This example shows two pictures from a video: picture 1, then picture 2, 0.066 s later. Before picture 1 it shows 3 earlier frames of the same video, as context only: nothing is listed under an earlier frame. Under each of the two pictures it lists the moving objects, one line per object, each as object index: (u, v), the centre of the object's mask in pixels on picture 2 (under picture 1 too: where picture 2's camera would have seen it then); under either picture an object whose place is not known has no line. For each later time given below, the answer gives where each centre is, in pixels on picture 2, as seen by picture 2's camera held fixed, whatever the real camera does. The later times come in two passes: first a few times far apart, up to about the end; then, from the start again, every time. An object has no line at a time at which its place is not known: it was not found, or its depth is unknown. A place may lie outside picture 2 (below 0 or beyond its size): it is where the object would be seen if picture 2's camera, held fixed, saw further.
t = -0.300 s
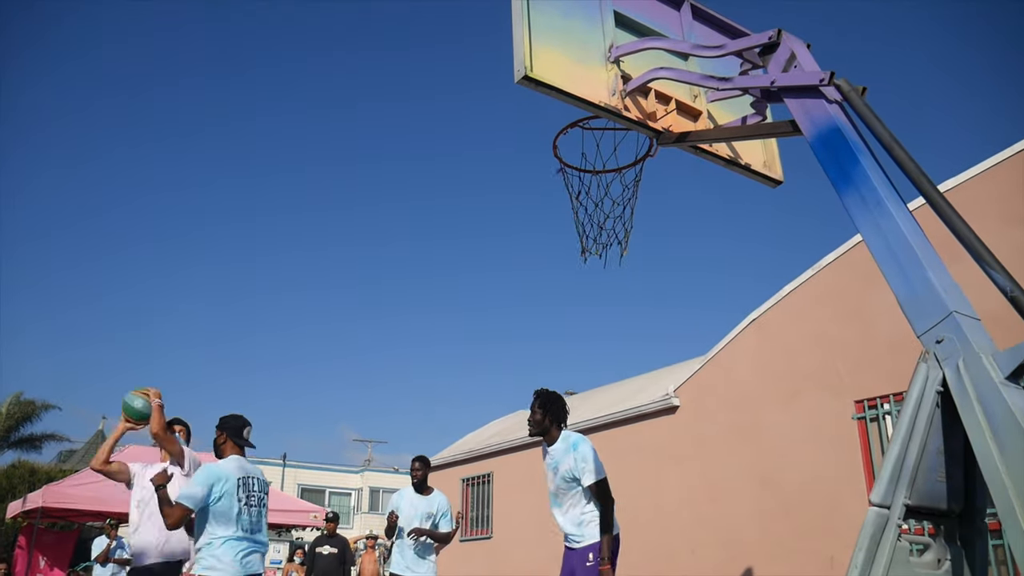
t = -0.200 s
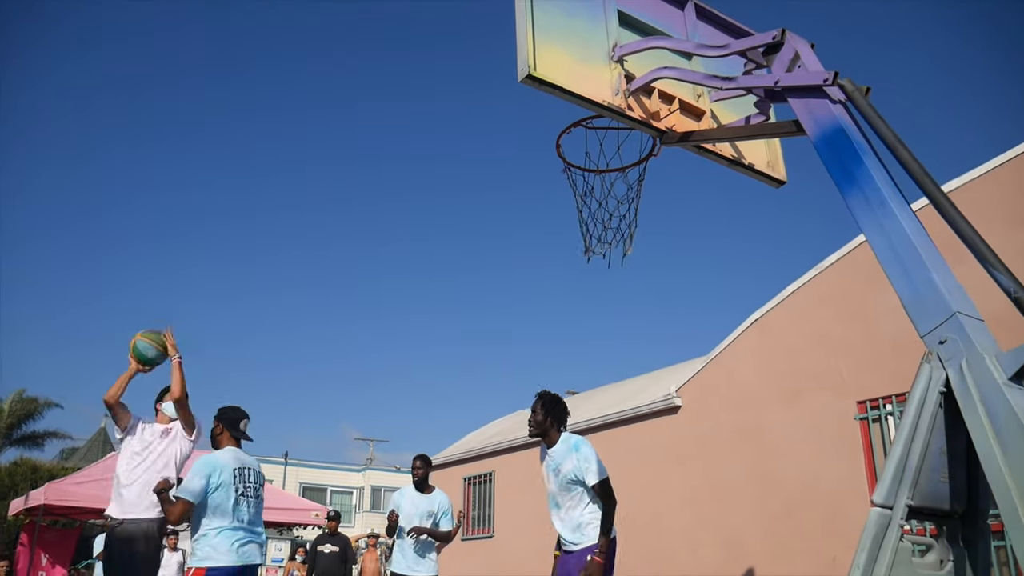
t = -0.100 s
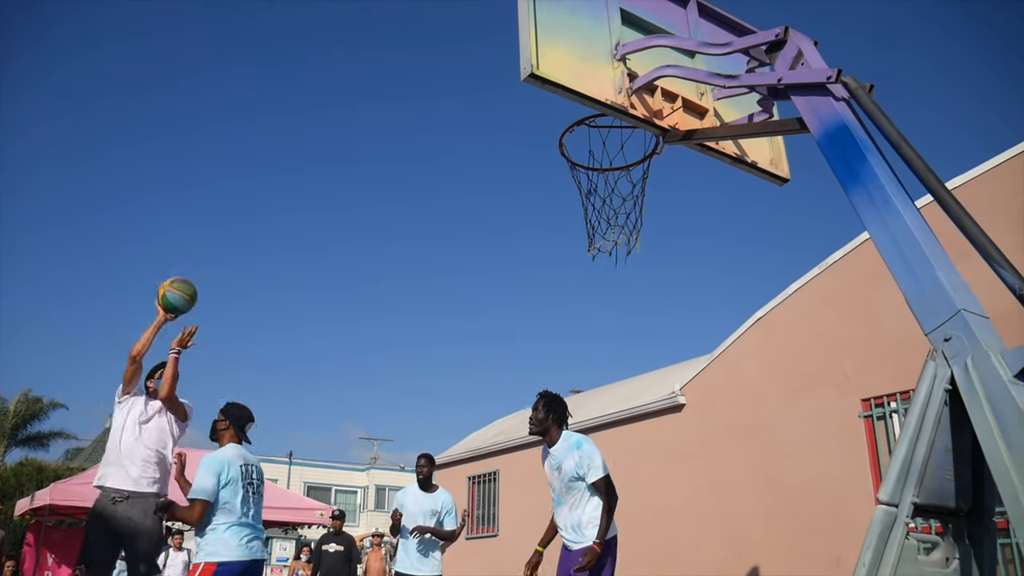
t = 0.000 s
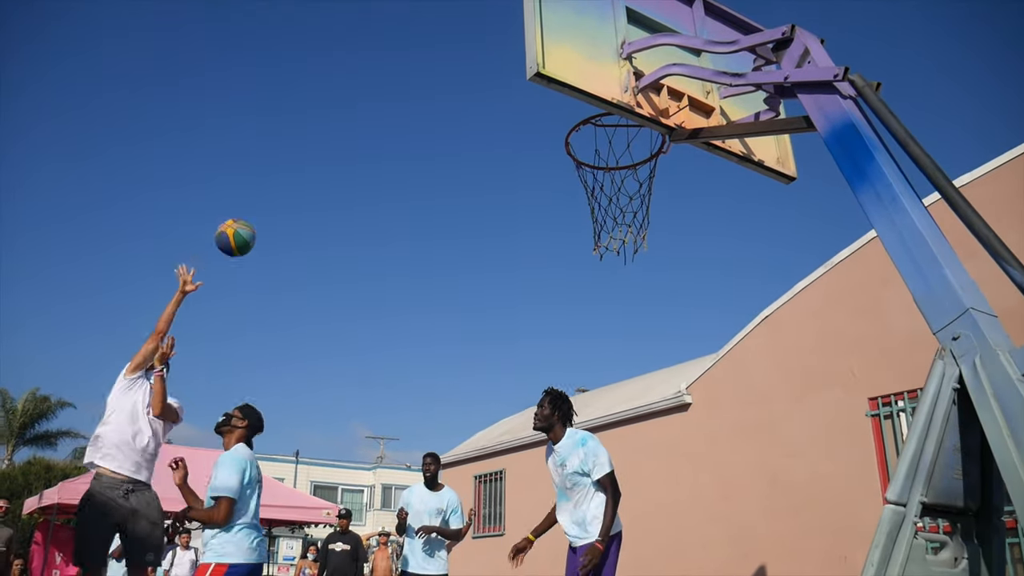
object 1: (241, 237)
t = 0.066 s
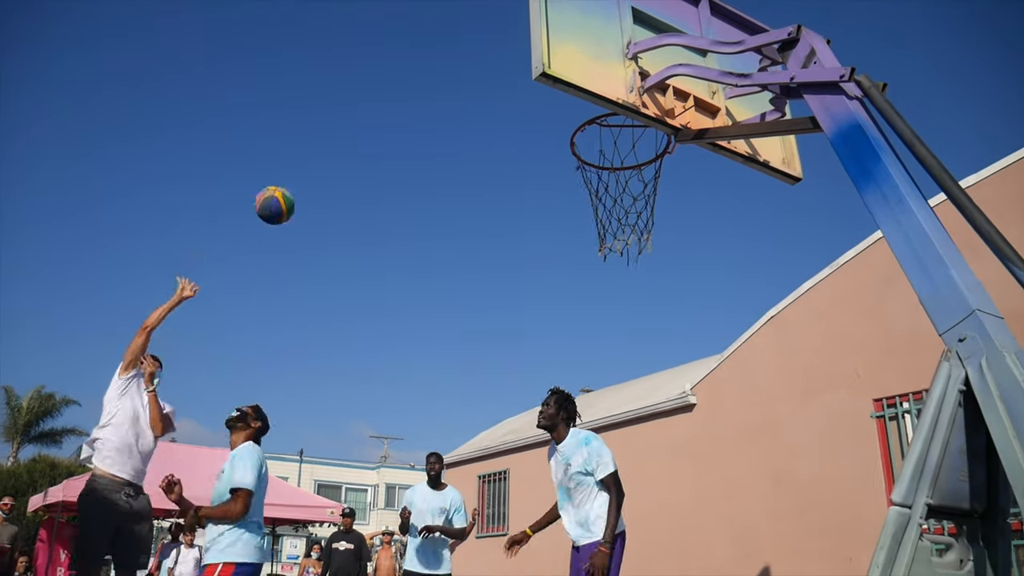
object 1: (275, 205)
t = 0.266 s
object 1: (378, 145)
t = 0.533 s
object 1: (538, 154)
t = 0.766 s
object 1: (473, 280)
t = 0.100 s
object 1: (291, 191)
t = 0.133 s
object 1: (308, 179)
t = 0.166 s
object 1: (326, 168)
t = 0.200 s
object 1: (343, 159)
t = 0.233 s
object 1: (360, 151)
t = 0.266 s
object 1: (378, 145)
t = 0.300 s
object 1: (396, 140)
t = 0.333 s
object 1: (415, 137)
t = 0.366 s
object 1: (434, 135)
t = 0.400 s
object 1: (453, 135)
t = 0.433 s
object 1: (473, 137)
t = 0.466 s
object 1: (494, 141)
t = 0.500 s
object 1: (515, 147)
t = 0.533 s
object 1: (538, 154)
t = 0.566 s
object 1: (561, 164)
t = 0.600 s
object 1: (553, 177)
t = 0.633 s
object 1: (536, 195)
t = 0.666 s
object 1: (520, 215)
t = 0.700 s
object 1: (503, 235)
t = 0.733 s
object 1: (488, 256)
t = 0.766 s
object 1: (473, 280)
